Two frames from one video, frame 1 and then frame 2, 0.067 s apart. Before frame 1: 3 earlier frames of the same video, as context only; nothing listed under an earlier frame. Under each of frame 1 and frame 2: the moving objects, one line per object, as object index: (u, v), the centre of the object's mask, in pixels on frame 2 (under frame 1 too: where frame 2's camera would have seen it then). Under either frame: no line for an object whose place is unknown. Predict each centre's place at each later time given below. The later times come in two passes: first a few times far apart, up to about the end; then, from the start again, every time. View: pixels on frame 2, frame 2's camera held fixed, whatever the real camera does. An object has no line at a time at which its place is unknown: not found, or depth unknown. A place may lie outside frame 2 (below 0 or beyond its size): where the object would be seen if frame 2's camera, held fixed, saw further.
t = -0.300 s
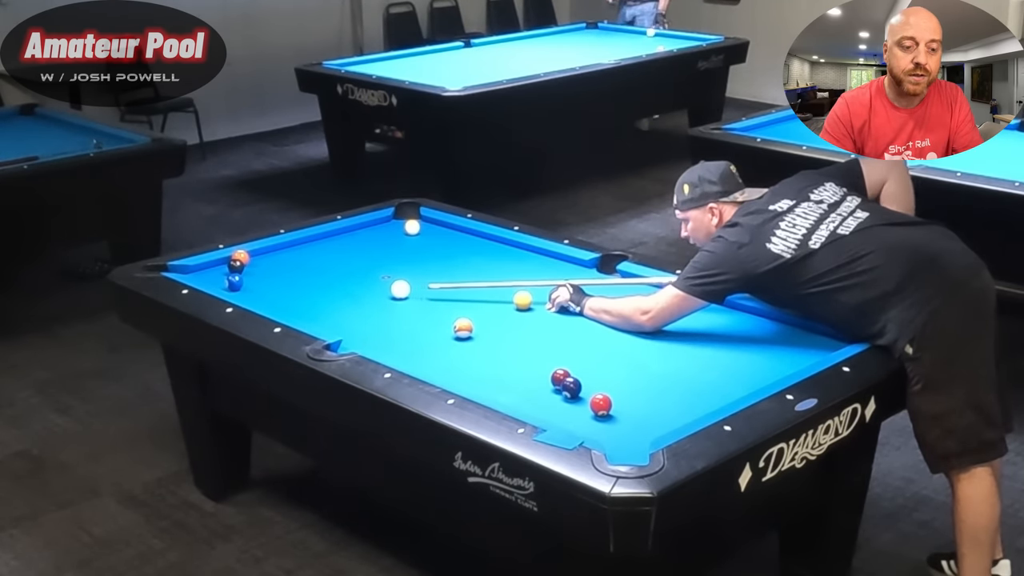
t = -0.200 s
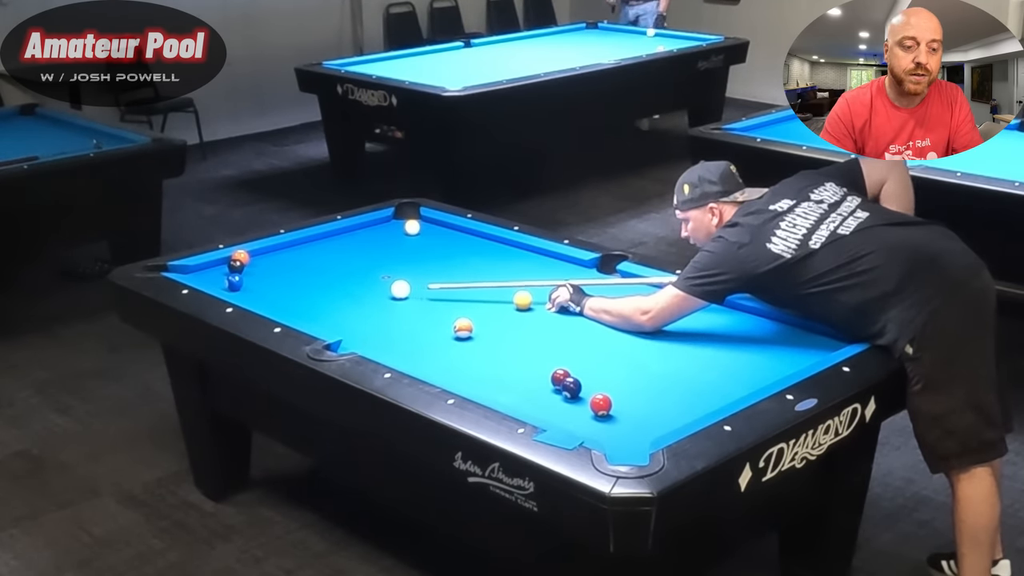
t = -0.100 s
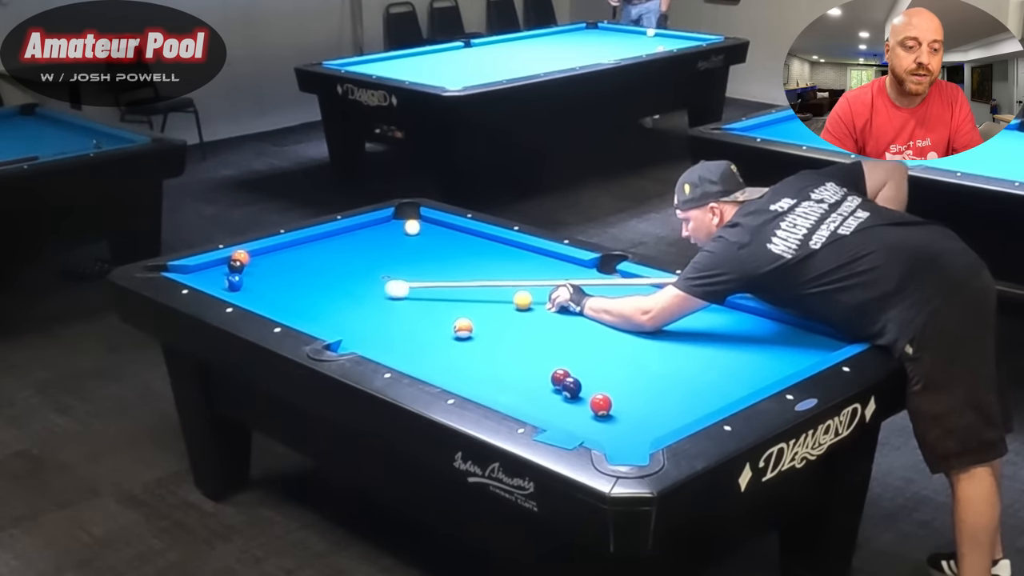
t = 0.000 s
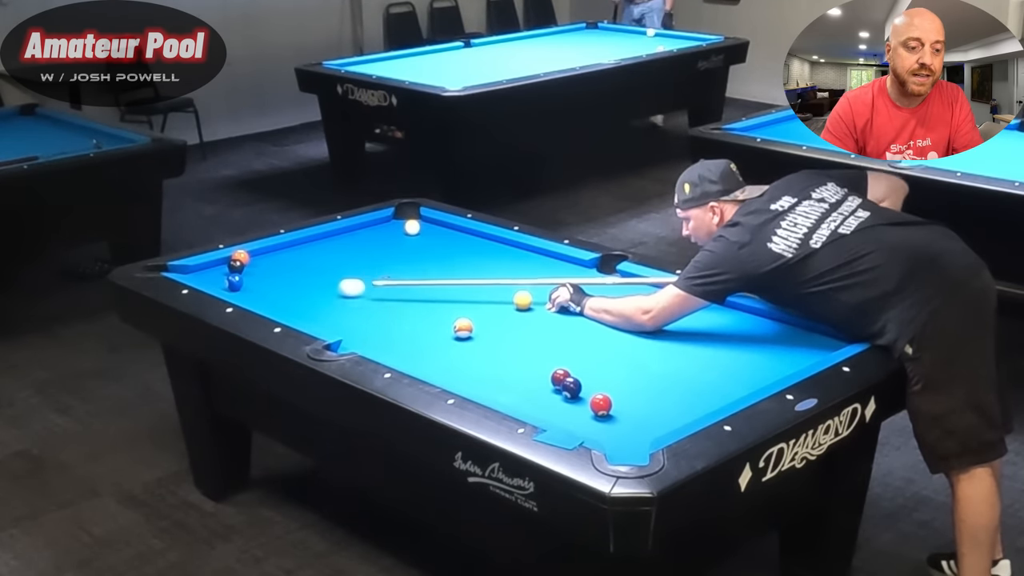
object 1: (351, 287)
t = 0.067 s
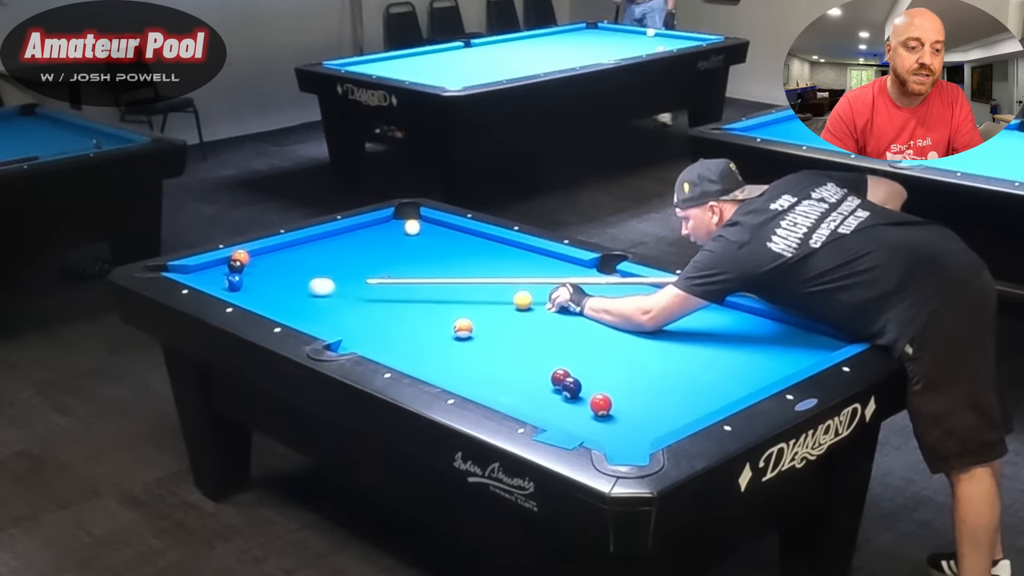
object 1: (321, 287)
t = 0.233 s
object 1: (249, 284)
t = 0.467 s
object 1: (235, 286)
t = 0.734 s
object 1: (258, 280)
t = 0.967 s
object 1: (277, 274)
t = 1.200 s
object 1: (294, 269)
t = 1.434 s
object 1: (310, 264)
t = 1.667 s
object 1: (325, 260)
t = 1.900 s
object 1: (338, 256)
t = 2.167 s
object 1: (351, 251)
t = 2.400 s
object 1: (362, 248)
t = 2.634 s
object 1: (372, 245)
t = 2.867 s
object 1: (380, 242)
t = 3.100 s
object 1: (388, 240)
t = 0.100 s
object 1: (306, 286)
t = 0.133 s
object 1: (292, 285)
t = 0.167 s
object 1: (277, 285)
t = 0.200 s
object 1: (262, 284)
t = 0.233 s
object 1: (249, 284)
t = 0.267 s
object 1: (243, 285)
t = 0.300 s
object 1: (239, 286)
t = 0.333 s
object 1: (234, 287)
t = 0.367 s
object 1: (228, 287)
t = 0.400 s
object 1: (229, 286)
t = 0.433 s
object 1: (232, 286)
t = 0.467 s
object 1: (235, 286)
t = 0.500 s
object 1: (238, 285)
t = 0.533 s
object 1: (240, 285)
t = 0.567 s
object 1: (243, 284)
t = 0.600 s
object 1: (246, 283)
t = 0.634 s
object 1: (249, 282)
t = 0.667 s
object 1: (252, 281)
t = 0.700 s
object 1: (255, 280)
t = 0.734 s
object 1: (258, 280)
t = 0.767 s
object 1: (261, 279)
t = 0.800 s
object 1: (264, 278)
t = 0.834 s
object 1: (266, 277)
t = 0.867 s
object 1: (269, 276)
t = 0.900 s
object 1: (272, 276)
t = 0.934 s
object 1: (274, 275)
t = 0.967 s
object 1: (277, 274)
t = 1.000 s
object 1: (279, 273)
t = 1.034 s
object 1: (282, 272)
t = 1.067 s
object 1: (284, 272)
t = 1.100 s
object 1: (287, 271)
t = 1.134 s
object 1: (289, 270)
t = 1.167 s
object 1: (292, 270)
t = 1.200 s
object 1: (294, 269)
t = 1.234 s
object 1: (296, 268)
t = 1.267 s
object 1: (299, 267)
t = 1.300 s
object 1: (301, 267)
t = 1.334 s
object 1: (303, 266)
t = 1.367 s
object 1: (306, 265)
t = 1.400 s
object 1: (308, 265)
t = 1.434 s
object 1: (310, 264)
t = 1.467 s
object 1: (312, 263)
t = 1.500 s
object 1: (314, 263)
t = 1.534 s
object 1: (316, 262)
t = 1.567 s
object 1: (319, 262)
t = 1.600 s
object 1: (321, 261)
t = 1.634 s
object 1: (323, 260)
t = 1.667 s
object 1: (325, 260)
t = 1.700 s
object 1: (327, 259)
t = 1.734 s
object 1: (328, 259)
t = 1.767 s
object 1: (330, 258)
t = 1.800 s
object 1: (332, 257)
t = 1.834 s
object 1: (334, 257)
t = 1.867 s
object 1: (336, 256)
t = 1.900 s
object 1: (338, 256)
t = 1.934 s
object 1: (339, 255)
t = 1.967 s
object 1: (341, 254)
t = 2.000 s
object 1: (343, 254)
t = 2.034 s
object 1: (345, 253)
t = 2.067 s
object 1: (347, 253)
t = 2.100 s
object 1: (348, 252)
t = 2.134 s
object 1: (350, 252)
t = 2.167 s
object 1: (351, 251)
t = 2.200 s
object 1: (353, 251)
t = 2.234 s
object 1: (354, 250)
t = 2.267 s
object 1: (356, 250)
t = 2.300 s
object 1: (358, 249)
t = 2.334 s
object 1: (359, 249)
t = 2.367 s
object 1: (361, 249)
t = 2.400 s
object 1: (362, 248)
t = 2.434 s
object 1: (363, 248)
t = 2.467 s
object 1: (365, 247)
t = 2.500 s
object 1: (366, 247)
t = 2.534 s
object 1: (368, 246)
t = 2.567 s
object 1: (369, 246)
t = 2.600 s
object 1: (370, 245)
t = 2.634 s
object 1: (372, 245)
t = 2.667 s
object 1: (373, 245)
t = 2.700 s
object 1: (374, 244)
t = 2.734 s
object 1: (375, 244)
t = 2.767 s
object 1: (377, 244)
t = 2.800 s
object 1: (378, 243)
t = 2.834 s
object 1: (379, 243)
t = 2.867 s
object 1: (380, 242)
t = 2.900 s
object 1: (381, 242)
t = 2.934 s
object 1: (383, 242)
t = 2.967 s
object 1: (384, 241)
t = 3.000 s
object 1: (385, 241)
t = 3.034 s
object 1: (386, 241)
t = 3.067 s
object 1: (387, 240)
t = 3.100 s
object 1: (388, 240)
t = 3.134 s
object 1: (389, 240)
